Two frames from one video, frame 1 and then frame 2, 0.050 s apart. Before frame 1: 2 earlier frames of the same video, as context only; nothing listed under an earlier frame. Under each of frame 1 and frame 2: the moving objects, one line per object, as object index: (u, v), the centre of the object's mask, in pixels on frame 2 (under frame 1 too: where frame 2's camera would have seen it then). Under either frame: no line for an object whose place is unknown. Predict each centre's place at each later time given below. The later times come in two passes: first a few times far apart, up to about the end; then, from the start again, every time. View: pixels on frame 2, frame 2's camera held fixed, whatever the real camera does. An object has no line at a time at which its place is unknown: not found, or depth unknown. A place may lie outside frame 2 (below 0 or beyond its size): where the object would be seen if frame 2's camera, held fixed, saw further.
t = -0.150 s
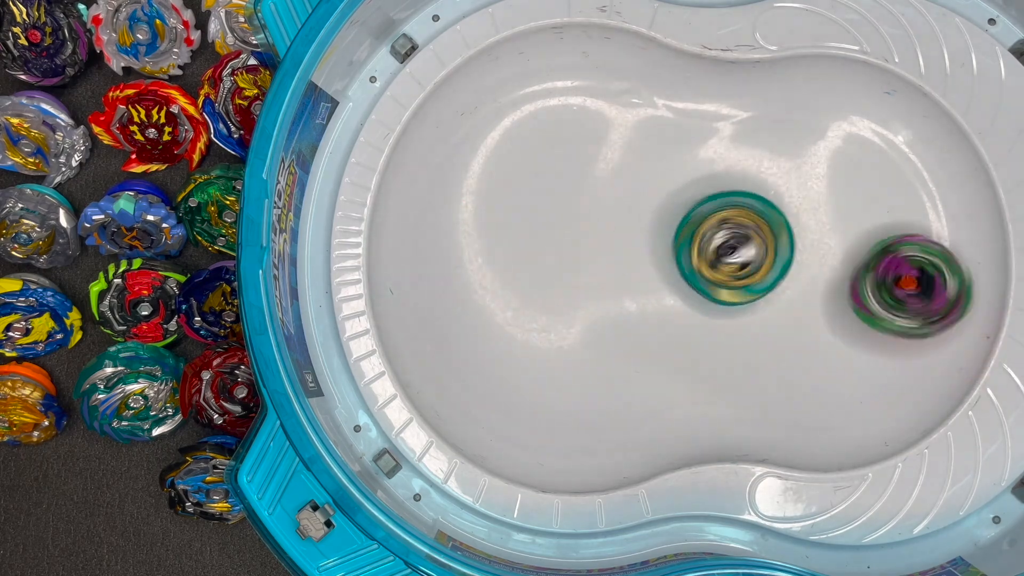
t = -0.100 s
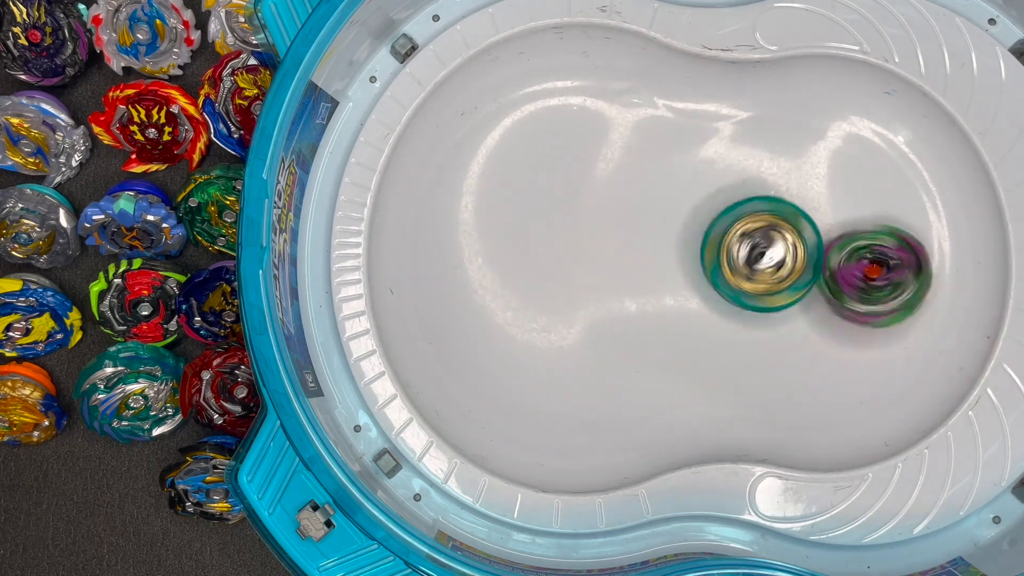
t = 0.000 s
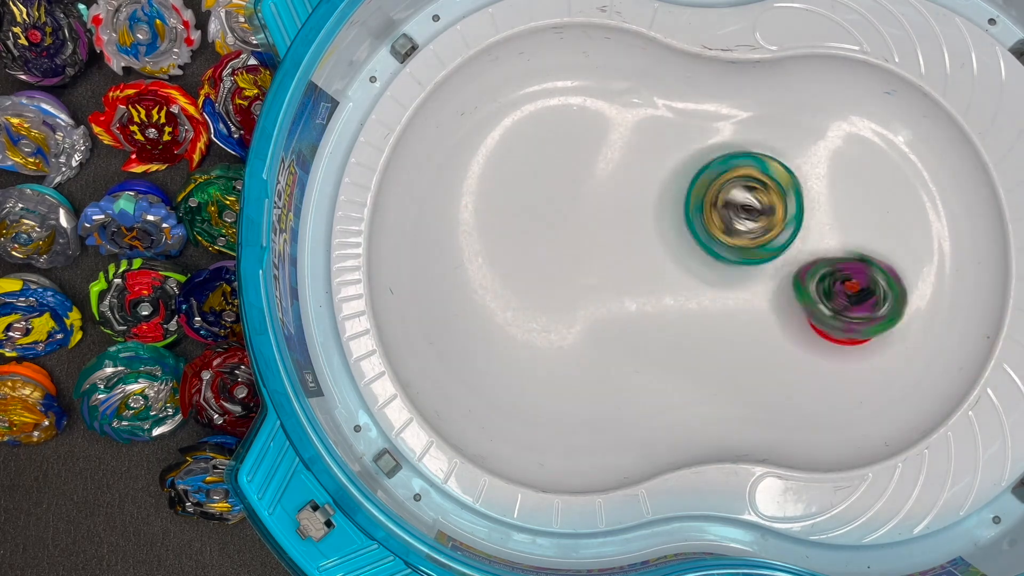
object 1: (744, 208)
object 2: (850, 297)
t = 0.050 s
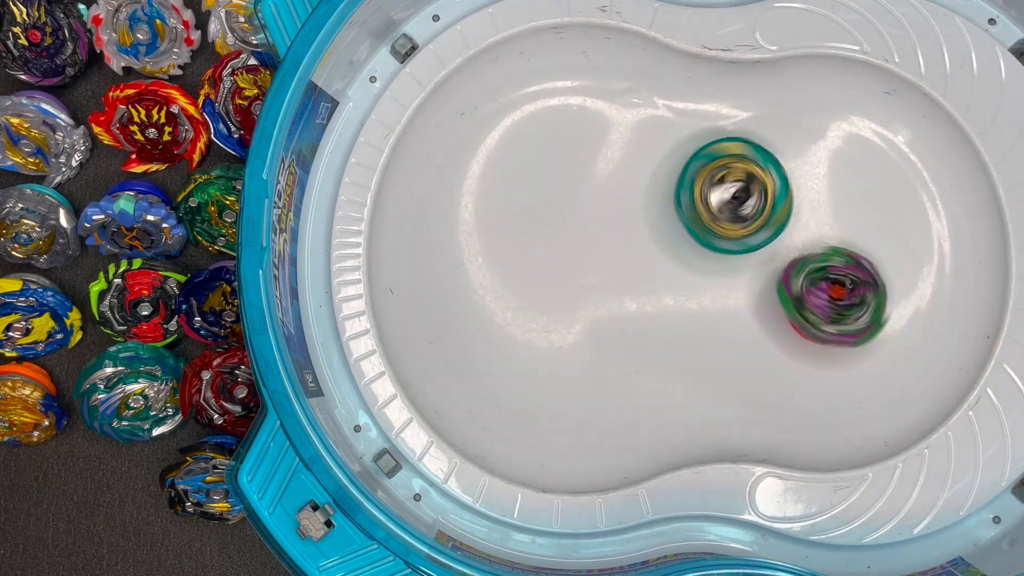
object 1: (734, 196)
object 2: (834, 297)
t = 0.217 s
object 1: (673, 159)
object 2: (743, 248)
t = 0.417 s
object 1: (567, 82)
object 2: (652, 199)
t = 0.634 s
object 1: (488, 115)
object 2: (558, 187)
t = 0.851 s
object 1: (577, 171)
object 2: (495, 246)
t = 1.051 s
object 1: (704, 255)
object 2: (543, 247)
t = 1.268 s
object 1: (850, 318)
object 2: (608, 276)
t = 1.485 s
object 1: (882, 344)
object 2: (611, 276)
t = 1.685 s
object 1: (806, 287)
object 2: (599, 231)
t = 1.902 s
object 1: (762, 165)
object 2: (611, 219)
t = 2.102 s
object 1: (774, 152)
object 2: (625, 253)
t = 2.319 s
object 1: (782, 249)
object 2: (622, 289)
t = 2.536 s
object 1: (730, 299)
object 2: (628, 274)
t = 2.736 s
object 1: (715, 264)
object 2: (617, 248)
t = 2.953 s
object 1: (744, 233)
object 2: (619, 244)
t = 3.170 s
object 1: (760, 254)
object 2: (612, 254)
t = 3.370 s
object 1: (745, 267)
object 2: (615, 249)
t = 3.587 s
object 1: (726, 231)
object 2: (619, 245)
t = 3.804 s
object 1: (727, 209)
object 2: (613, 252)
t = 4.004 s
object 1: (717, 231)
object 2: (614, 251)
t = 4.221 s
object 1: (709, 259)
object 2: (606, 252)
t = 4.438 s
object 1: (714, 261)
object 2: (608, 247)
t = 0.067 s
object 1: (728, 193)
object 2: (826, 295)
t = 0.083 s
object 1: (722, 189)
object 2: (818, 292)
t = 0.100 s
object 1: (717, 186)
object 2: (808, 289)
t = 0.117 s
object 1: (712, 183)
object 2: (797, 282)
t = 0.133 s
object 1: (706, 181)
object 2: (787, 276)
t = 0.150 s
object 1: (701, 179)
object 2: (777, 269)
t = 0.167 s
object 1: (694, 176)
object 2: (768, 262)
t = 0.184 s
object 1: (687, 168)
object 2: (761, 259)
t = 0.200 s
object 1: (680, 164)
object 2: (752, 254)
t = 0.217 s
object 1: (673, 159)
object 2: (743, 248)
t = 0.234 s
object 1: (666, 153)
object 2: (735, 243)
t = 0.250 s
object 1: (658, 146)
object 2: (727, 237)
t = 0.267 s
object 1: (651, 140)
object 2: (718, 232)
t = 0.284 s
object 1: (643, 135)
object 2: (711, 226)
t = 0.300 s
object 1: (633, 126)
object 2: (703, 223)
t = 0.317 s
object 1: (623, 116)
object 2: (695, 221)
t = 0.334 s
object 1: (614, 108)
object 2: (687, 219)
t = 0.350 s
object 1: (605, 100)
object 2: (679, 214)
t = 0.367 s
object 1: (595, 94)
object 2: (672, 210)
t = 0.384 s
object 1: (585, 88)
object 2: (665, 206)
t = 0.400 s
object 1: (576, 83)
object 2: (658, 202)
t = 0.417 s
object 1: (567, 82)
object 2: (652, 199)
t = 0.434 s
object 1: (557, 80)
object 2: (645, 197)
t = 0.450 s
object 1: (548, 78)
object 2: (636, 195)
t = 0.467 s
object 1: (542, 79)
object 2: (627, 192)
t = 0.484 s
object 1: (534, 81)
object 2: (618, 188)
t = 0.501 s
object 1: (526, 84)
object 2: (610, 184)
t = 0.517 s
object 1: (519, 87)
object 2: (602, 180)
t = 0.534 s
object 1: (514, 93)
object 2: (595, 177)
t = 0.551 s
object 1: (507, 98)
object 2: (588, 176)
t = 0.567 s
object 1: (502, 99)
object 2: (583, 178)
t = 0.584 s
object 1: (498, 103)
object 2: (576, 180)
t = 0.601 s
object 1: (493, 107)
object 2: (570, 182)
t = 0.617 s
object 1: (491, 112)
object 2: (565, 183)
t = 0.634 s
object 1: (488, 115)
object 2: (558, 187)
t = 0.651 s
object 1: (490, 120)
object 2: (551, 189)
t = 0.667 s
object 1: (489, 122)
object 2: (547, 194)
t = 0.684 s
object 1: (492, 124)
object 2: (540, 200)
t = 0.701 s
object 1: (495, 123)
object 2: (530, 206)
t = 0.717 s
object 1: (503, 126)
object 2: (523, 214)
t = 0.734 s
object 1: (508, 130)
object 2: (515, 221)
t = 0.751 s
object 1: (515, 133)
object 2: (509, 225)
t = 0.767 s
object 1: (524, 140)
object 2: (505, 232)
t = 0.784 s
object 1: (532, 145)
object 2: (501, 236)
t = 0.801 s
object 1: (544, 149)
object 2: (498, 237)
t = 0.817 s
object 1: (556, 158)
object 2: (496, 241)
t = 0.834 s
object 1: (565, 166)
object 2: (495, 244)
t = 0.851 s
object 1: (577, 171)
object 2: (495, 246)
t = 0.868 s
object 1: (591, 177)
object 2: (496, 248)
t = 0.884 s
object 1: (602, 186)
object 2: (495, 249)
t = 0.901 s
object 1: (613, 192)
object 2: (494, 249)
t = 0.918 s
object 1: (624, 199)
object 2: (495, 247)
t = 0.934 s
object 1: (634, 206)
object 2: (497, 245)
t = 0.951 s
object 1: (645, 213)
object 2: (501, 243)
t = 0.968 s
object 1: (656, 220)
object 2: (506, 241)
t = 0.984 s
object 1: (664, 229)
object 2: (512, 240)
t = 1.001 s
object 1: (674, 235)
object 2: (520, 241)
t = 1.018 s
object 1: (684, 242)
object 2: (528, 242)
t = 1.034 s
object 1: (694, 249)
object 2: (535, 244)
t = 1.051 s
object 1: (704, 255)
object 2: (543, 247)
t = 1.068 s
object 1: (715, 262)
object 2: (548, 250)
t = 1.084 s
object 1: (726, 266)
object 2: (554, 253)
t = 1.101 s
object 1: (737, 272)
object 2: (560, 256)
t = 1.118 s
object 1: (750, 275)
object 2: (565, 257)
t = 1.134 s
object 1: (762, 279)
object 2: (571, 258)
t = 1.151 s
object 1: (774, 283)
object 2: (577, 261)
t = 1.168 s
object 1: (785, 287)
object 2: (582, 262)
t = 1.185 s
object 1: (797, 292)
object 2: (587, 264)
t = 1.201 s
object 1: (809, 296)
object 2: (592, 266)
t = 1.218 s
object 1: (821, 302)
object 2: (597, 269)
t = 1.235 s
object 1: (832, 307)
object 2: (601, 271)
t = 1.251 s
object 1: (842, 313)
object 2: (604, 273)
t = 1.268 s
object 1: (850, 318)
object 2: (608, 276)
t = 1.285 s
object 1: (858, 323)
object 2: (610, 278)
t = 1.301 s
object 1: (866, 327)
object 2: (612, 280)
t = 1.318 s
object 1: (873, 333)
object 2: (613, 281)
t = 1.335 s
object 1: (880, 337)
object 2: (614, 283)
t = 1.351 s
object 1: (883, 342)
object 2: (615, 284)
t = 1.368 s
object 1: (886, 345)
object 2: (614, 284)
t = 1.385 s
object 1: (889, 346)
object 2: (615, 284)
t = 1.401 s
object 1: (891, 348)
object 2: (615, 284)
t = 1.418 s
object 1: (891, 349)
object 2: (615, 283)
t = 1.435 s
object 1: (890, 350)
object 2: (614, 281)
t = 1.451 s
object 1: (887, 349)
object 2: (614, 279)
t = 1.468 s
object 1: (884, 347)
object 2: (613, 278)
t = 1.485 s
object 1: (882, 344)
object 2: (611, 276)
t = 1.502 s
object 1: (878, 342)
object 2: (609, 273)
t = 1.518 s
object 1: (874, 339)
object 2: (607, 271)
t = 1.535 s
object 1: (866, 336)
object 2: (605, 268)
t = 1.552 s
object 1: (859, 331)
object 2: (603, 265)
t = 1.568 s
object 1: (851, 326)
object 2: (602, 260)
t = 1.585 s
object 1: (846, 322)
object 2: (601, 256)
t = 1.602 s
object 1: (840, 318)
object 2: (600, 252)
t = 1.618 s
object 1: (833, 313)
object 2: (599, 248)
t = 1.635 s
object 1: (827, 307)
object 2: (598, 243)
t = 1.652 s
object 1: (819, 301)
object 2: (598, 239)
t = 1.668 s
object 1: (813, 294)
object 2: (598, 234)
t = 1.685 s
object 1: (806, 287)
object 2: (599, 231)
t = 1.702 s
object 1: (801, 279)
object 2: (600, 228)
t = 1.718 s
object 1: (795, 271)
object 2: (600, 224)
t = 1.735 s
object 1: (791, 261)
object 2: (602, 222)
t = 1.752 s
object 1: (785, 251)
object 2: (603, 219)
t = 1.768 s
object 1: (781, 240)
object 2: (605, 218)
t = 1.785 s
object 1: (776, 230)
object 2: (606, 217)
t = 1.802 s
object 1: (772, 220)
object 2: (607, 217)
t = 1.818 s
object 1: (769, 209)
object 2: (607, 216)
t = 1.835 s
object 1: (767, 199)
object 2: (608, 216)
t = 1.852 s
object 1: (765, 189)
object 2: (609, 216)
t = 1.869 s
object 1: (763, 180)
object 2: (609, 217)
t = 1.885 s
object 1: (762, 171)
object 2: (610, 218)
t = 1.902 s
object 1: (762, 165)
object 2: (611, 219)
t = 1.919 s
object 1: (762, 158)
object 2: (612, 221)
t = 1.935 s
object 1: (763, 154)
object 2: (613, 222)
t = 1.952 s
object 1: (763, 148)
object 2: (614, 224)
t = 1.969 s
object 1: (764, 145)
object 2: (616, 226)
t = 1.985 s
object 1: (765, 142)
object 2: (617, 228)
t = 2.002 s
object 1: (766, 142)
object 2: (620, 231)
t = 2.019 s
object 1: (767, 142)
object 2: (621, 234)
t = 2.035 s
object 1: (768, 142)
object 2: (623, 238)
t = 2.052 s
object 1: (768, 143)
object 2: (624, 241)
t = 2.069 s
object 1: (770, 145)
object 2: (625, 245)
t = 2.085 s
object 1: (772, 148)
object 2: (625, 249)
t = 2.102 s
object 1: (774, 152)
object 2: (625, 253)
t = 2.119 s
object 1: (775, 158)
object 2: (625, 257)
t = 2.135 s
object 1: (776, 163)
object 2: (624, 261)
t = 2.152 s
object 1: (777, 169)
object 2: (624, 264)
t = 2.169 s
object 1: (778, 176)
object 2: (624, 268)
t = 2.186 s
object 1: (780, 182)
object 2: (624, 271)
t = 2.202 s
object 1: (782, 190)
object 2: (624, 274)
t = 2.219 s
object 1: (784, 198)
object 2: (623, 277)
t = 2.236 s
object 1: (784, 207)
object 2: (623, 280)
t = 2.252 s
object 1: (784, 216)
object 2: (623, 282)
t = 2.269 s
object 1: (784, 224)
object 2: (623, 284)
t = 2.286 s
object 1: (784, 232)
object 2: (623, 286)
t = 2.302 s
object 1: (783, 241)
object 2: (623, 287)
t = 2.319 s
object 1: (782, 249)
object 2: (622, 289)
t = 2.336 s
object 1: (780, 258)
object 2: (622, 289)
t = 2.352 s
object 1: (776, 265)
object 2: (622, 290)
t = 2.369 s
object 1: (773, 272)
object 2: (622, 290)
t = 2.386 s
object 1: (769, 278)
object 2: (622, 289)
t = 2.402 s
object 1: (766, 283)
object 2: (623, 288)
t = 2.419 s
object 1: (761, 288)
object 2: (624, 287)
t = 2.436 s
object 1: (757, 291)
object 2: (624, 285)
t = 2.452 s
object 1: (751, 295)
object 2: (625, 284)
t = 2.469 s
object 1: (745, 297)
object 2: (626, 282)
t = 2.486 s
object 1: (740, 298)
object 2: (628, 281)
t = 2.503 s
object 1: (735, 299)
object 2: (629, 279)
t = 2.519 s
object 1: (732, 298)
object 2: (630, 277)
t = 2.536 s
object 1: (730, 299)
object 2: (628, 274)
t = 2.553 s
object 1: (727, 299)
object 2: (627, 272)
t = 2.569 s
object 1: (723, 297)
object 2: (627, 271)
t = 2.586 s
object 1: (720, 295)
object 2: (626, 269)
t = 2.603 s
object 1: (718, 294)
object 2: (625, 267)
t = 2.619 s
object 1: (715, 292)
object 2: (624, 264)
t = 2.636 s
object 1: (714, 289)
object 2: (623, 263)
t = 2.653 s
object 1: (712, 285)
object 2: (621, 260)
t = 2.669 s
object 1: (710, 281)
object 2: (620, 257)
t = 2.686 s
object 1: (709, 276)
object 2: (618, 254)
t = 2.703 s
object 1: (711, 271)
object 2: (618, 252)
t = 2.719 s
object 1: (713, 268)
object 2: (617, 250)
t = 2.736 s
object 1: (715, 264)
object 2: (617, 248)
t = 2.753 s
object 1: (717, 262)
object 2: (617, 246)
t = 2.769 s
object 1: (717, 259)
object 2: (618, 246)
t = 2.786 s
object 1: (718, 255)
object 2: (618, 245)
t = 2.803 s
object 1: (720, 252)
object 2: (619, 244)
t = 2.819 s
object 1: (721, 248)
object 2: (619, 244)
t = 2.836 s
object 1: (724, 244)
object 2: (620, 244)
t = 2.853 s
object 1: (726, 241)
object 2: (620, 243)
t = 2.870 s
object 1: (729, 238)
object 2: (620, 243)
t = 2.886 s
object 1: (731, 236)
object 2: (620, 243)
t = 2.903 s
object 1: (734, 234)
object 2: (620, 243)
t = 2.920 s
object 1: (738, 233)
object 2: (620, 243)
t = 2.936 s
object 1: (741, 232)
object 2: (619, 244)
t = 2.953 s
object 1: (744, 233)
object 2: (619, 244)
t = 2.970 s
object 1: (746, 234)
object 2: (618, 245)
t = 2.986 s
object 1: (747, 235)
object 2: (618, 245)
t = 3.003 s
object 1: (748, 236)
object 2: (617, 246)
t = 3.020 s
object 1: (749, 236)
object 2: (616, 247)
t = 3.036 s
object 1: (751, 237)
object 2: (616, 248)
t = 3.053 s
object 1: (752, 238)
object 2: (615, 249)
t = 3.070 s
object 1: (754, 239)
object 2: (615, 249)
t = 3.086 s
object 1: (756, 241)
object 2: (614, 250)
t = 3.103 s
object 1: (758, 244)
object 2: (613, 251)
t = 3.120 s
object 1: (759, 246)
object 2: (613, 252)
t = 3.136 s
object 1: (759, 248)
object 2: (613, 253)
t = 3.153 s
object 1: (760, 251)
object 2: (612, 253)
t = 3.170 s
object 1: (760, 254)
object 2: (612, 254)
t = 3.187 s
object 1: (760, 256)
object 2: (612, 254)
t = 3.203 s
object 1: (760, 259)
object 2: (612, 255)
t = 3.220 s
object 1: (759, 262)
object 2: (612, 254)
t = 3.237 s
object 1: (757, 264)
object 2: (612, 254)
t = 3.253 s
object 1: (755, 265)
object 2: (612, 254)
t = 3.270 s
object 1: (754, 266)
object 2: (612, 253)
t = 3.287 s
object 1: (753, 266)
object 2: (613, 252)
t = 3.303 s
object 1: (752, 267)
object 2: (613, 252)
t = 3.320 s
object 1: (751, 267)
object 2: (614, 251)
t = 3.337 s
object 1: (749, 268)
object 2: (614, 250)
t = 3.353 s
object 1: (747, 267)
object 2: (615, 249)
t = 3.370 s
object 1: (745, 267)
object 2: (615, 249)
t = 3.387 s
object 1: (743, 265)
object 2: (616, 248)
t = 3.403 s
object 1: (741, 264)
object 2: (616, 247)
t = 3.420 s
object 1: (739, 263)
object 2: (617, 247)
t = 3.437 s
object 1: (737, 261)
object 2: (617, 246)
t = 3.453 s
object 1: (735, 258)
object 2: (618, 246)
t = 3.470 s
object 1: (733, 255)
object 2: (618, 245)
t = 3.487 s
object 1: (731, 252)
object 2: (619, 245)
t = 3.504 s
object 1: (730, 248)
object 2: (619, 245)
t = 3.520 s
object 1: (729, 244)
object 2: (619, 244)
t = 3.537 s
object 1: (729, 241)
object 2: (619, 244)
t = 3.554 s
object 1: (728, 238)
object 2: (619, 244)
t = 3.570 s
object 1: (727, 235)
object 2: (619, 244)
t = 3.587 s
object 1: (726, 231)
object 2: (619, 245)
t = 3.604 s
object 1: (726, 228)
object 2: (618, 245)
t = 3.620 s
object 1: (726, 224)
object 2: (618, 245)
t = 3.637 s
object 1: (726, 221)
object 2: (618, 246)
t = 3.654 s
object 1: (726, 218)
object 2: (617, 246)
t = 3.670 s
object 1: (726, 216)
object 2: (617, 247)
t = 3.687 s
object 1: (726, 214)
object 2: (616, 247)
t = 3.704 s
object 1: (726, 213)
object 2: (616, 248)
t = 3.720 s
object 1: (726, 211)
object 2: (615, 249)
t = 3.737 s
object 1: (727, 209)
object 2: (615, 249)
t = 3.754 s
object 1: (727, 209)
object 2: (614, 250)
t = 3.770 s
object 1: (728, 208)
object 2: (614, 251)
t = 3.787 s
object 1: (728, 209)
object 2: (613, 251)
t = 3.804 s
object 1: (727, 209)
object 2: (613, 252)
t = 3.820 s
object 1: (727, 210)
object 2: (613, 252)
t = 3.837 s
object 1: (727, 211)
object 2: (612, 253)
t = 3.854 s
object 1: (726, 212)
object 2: (612, 253)
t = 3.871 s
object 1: (726, 213)
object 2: (612, 254)
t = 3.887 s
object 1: (726, 215)
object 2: (612, 254)
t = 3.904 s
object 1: (726, 218)
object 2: (612, 254)
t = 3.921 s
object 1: (725, 221)
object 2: (612, 253)
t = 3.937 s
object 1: (723, 223)
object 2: (612, 253)
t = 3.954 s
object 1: (722, 226)
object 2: (613, 253)
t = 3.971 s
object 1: (720, 228)
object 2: (613, 252)
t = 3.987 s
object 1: (718, 229)
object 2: (613, 252)
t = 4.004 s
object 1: (717, 231)
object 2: (614, 251)
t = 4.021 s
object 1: (716, 233)
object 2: (614, 251)
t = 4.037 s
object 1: (716, 235)
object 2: (613, 250)
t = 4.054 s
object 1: (716, 238)
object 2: (612, 250)
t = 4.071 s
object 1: (716, 241)
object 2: (612, 250)
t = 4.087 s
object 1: (716, 244)
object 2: (611, 250)
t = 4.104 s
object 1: (715, 247)
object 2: (610, 251)
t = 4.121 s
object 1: (713, 250)
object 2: (610, 251)
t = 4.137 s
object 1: (712, 252)
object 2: (609, 251)
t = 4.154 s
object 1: (711, 255)
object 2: (608, 251)
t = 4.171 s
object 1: (710, 256)
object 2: (607, 252)
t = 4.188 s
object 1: (710, 258)
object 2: (607, 252)
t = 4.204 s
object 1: (709, 259)
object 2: (606, 252)
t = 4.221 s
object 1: (709, 259)
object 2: (606, 252)
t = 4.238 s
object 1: (708, 260)
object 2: (606, 252)
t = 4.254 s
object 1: (708, 260)
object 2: (606, 251)
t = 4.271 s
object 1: (708, 261)
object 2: (606, 251)
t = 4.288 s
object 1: (709, 261)
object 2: (606, 251)
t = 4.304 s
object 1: (709, 261)
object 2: (607, 250)
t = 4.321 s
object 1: (709, 260)
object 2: (607, 250)
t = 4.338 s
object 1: (710, 260)
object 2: (606, 249)
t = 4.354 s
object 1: (711, 260)
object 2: (607, 248)
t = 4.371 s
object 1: (712, 260)
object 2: (607, 248)
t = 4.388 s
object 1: (713, 260)
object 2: (607, 248)
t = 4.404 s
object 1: (714, 260)
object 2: (608, 247)
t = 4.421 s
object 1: (714, 261)
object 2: (608, 247)
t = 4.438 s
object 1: (714, 261)
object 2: (608, 247)
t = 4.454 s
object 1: (713, 260)
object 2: (608, 246)
